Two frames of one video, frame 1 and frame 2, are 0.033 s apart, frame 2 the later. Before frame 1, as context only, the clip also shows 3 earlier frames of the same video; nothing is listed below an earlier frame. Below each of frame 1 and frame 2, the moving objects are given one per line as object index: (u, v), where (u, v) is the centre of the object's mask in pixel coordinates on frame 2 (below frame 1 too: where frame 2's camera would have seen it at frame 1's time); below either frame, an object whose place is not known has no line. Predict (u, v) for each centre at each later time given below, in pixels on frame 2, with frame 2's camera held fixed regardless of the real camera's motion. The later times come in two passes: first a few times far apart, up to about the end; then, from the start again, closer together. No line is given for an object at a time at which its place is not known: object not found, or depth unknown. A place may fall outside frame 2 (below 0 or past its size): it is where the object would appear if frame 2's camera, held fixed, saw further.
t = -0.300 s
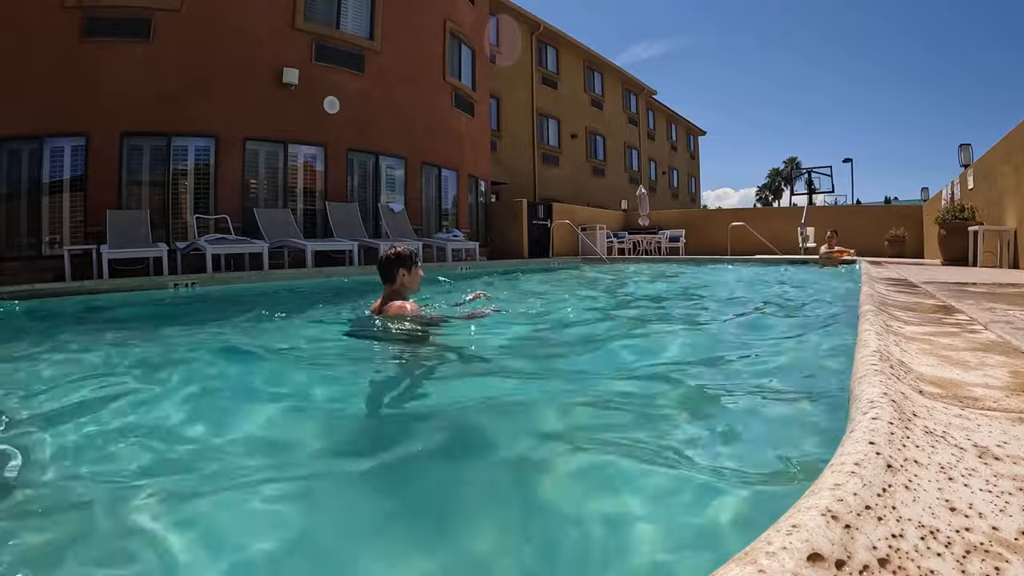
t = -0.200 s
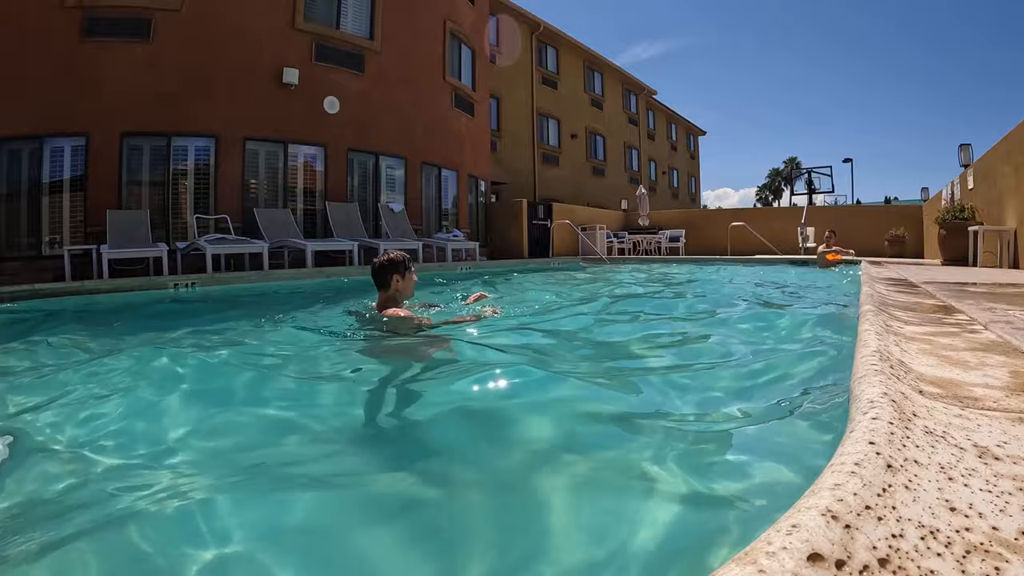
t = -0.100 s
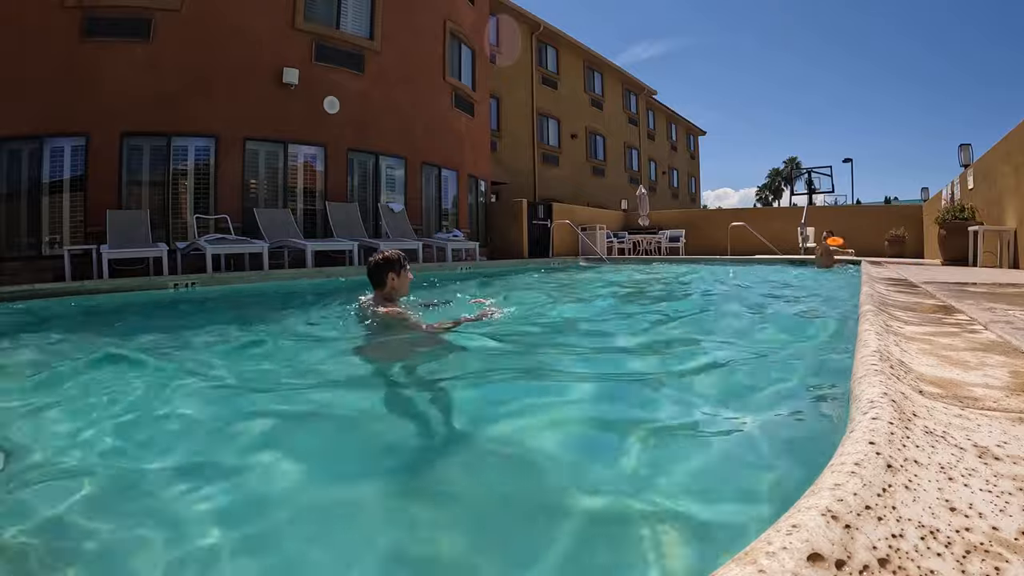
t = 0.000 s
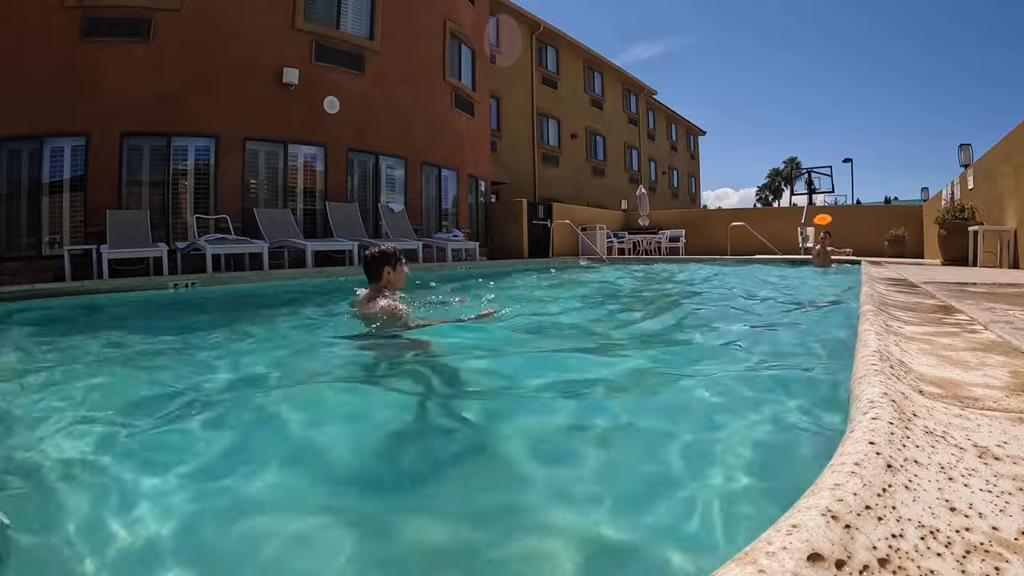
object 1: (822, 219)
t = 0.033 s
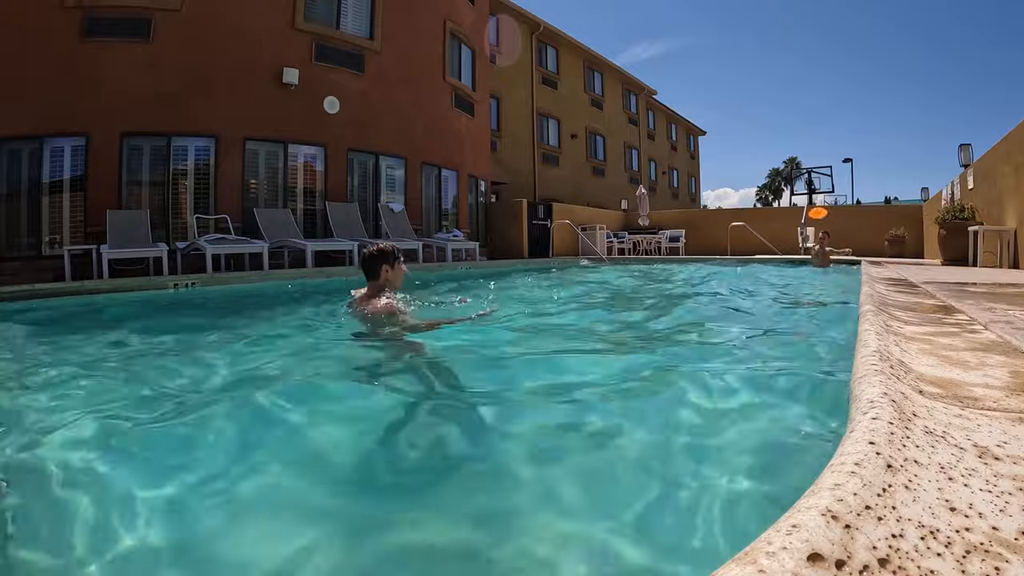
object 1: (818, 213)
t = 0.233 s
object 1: (785, 184)
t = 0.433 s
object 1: (742, 168)
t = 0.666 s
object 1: (676, 173)
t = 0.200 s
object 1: (791, 188)
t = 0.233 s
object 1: (785, 184)
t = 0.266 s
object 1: (779, 180)
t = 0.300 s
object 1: (772, 177)
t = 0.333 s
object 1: (765, 174)
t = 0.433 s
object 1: (742, 168)
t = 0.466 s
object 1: (734, 168)
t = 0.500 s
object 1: (725, 167)
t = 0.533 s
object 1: (716, 167)
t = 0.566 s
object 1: (706, 168)
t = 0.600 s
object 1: (697, 169)
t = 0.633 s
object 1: (686, 171)
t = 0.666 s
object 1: (676, 173)
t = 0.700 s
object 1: (665, 176)
